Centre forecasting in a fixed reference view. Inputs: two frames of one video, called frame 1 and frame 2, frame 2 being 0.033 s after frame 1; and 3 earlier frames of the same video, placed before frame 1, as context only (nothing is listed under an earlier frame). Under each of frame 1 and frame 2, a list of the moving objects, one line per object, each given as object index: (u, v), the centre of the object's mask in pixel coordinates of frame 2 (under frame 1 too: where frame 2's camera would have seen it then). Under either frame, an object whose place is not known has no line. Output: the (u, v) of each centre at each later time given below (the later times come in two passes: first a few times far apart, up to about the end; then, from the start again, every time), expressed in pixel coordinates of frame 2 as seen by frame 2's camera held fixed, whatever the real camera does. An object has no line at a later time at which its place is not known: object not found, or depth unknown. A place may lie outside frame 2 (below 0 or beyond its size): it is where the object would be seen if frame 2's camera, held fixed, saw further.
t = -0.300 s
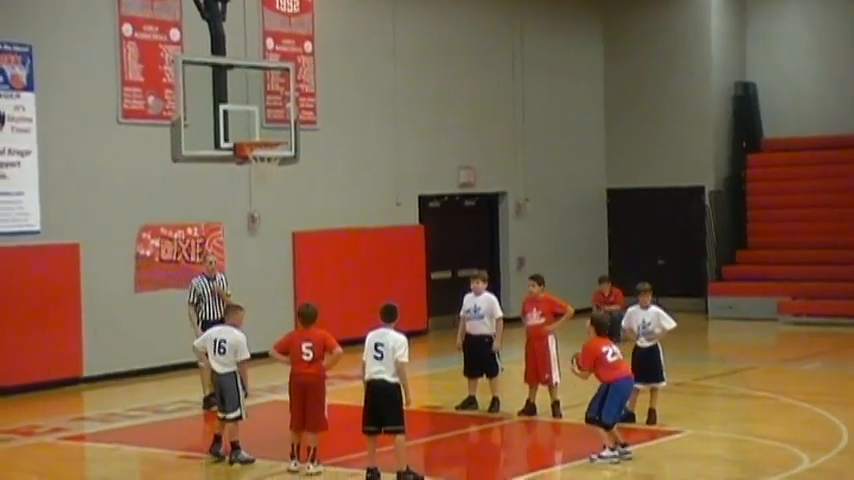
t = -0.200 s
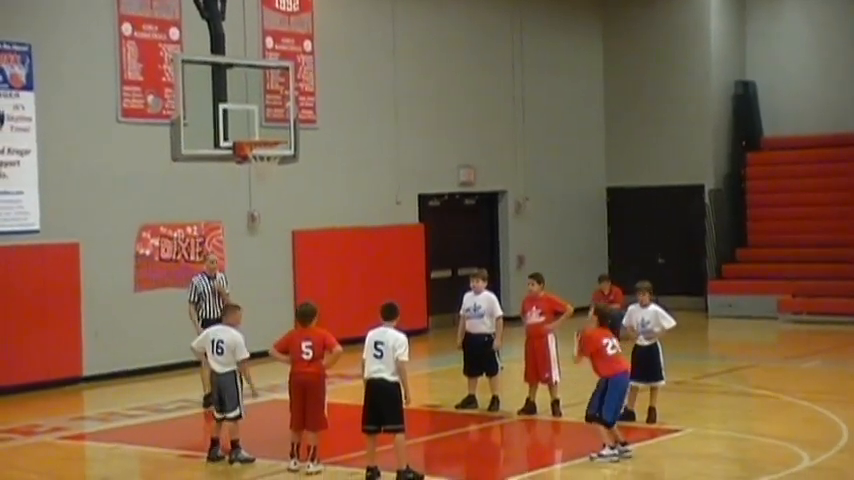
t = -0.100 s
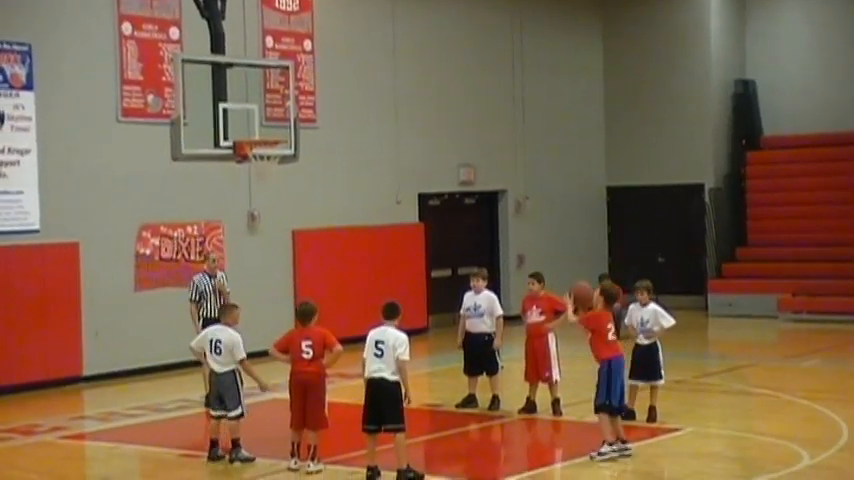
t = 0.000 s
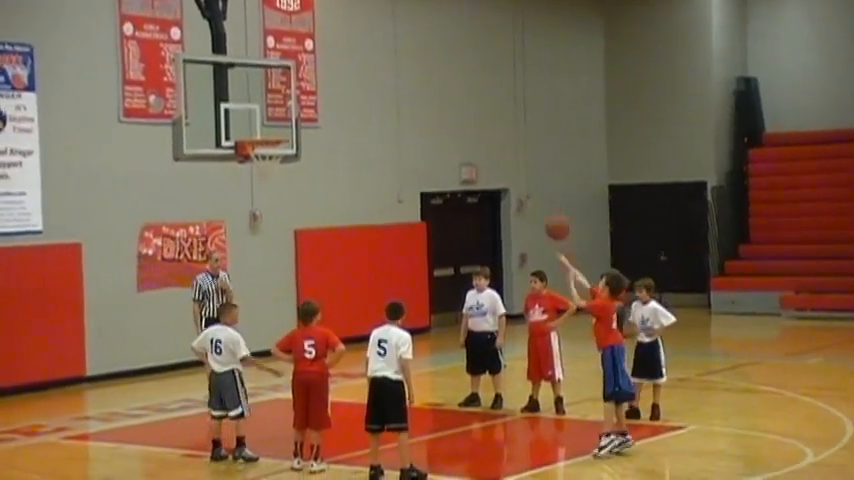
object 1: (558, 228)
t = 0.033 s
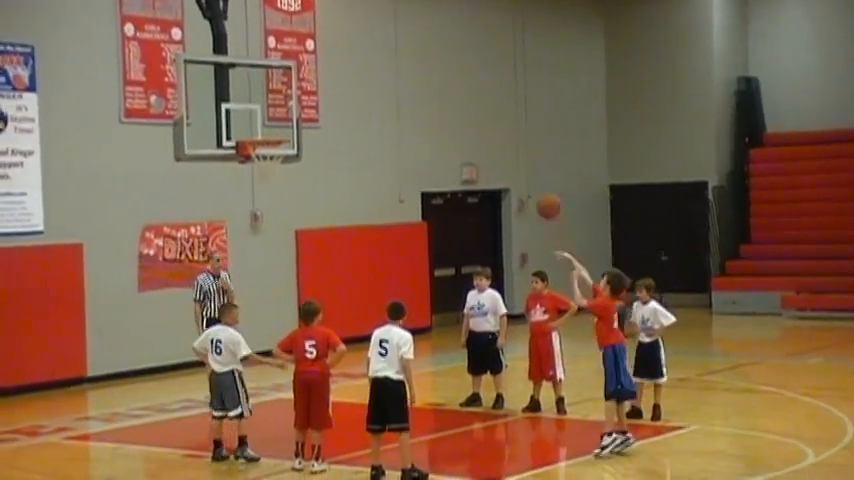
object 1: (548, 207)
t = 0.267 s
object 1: (480, 98)
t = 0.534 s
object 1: (414, 45)
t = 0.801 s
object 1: (351, 64)
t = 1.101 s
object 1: (307, 155)
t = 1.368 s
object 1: (356, 274)
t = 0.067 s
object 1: (538, 188)
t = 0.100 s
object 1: (528, 170)
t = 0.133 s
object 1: (518, 152)
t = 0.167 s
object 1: (508, 136)
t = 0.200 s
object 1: (499, 122)
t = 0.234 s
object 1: (490, 109)
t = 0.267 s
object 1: (480, 98)
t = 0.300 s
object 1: (472, 87)
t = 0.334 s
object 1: (463, 78)
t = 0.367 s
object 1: (455, 69)
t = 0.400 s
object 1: (446, 62)
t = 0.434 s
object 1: (438, 56)
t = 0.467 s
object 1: (429, 51)
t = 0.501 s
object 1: (422, 48)
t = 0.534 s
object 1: (414, 45)
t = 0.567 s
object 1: (405, 44)
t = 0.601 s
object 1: (397, 44)
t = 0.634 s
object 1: (390, 44)
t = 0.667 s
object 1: (382, 46)
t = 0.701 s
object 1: (374, 49)
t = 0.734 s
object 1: (366, 53)
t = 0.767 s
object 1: (358, 58)
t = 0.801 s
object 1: (351, 64)
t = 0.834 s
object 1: (344, 71)
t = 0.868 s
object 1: (337, 79)
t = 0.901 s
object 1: (330, 88)
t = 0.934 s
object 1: (324, 98)
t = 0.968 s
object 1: (316, 109)
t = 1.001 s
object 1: (310, 120)
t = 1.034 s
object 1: (306, 132)
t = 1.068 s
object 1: (300, 144)
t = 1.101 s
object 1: (307, 155)
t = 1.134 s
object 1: (313, 167)
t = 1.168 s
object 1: (319, 179)
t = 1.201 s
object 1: (324, 193)
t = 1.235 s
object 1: (331, 208)
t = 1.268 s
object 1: (337, 223)
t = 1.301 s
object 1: (344, 239)
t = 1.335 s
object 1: (350, 255)
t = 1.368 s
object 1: (356, 274)
